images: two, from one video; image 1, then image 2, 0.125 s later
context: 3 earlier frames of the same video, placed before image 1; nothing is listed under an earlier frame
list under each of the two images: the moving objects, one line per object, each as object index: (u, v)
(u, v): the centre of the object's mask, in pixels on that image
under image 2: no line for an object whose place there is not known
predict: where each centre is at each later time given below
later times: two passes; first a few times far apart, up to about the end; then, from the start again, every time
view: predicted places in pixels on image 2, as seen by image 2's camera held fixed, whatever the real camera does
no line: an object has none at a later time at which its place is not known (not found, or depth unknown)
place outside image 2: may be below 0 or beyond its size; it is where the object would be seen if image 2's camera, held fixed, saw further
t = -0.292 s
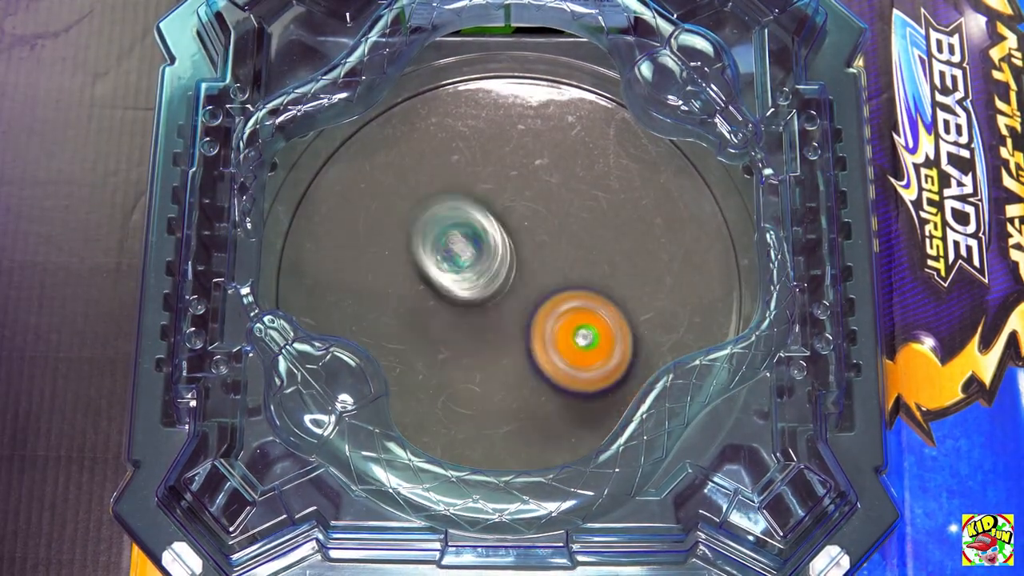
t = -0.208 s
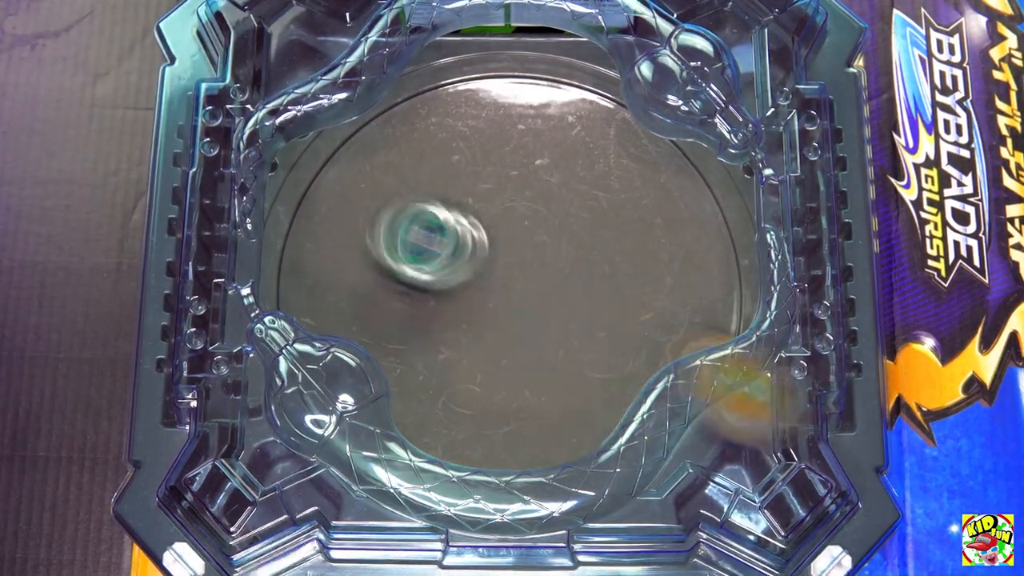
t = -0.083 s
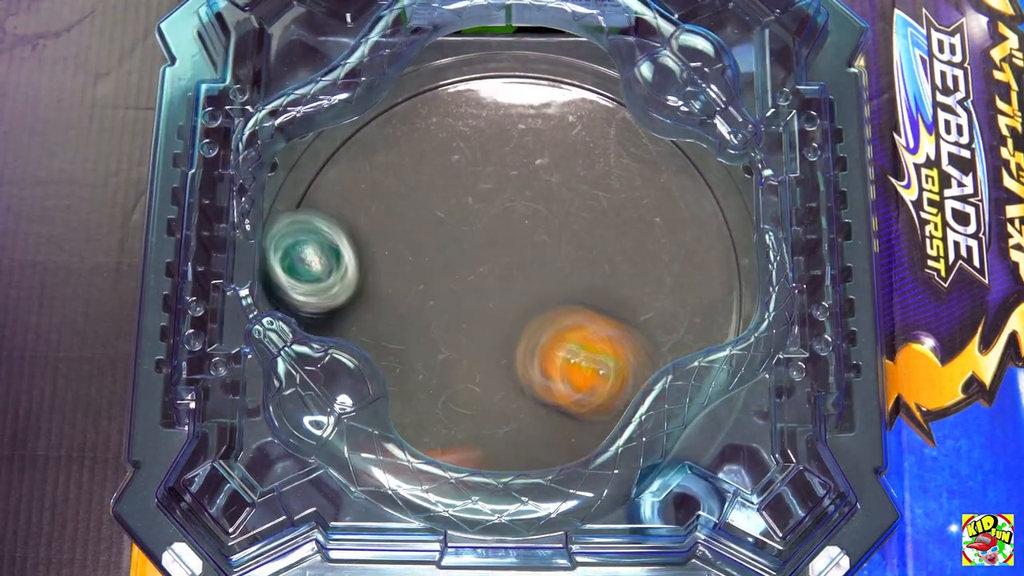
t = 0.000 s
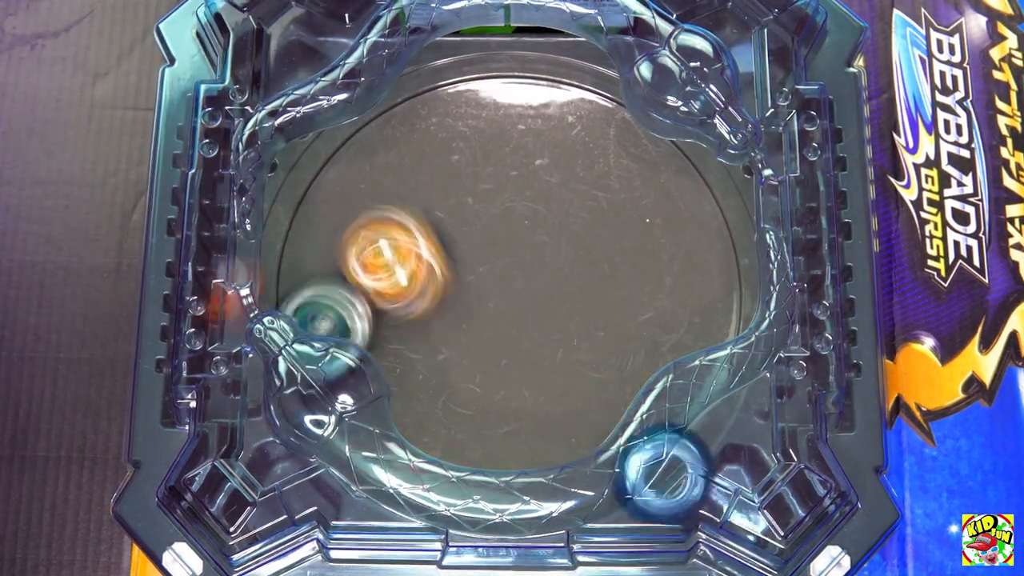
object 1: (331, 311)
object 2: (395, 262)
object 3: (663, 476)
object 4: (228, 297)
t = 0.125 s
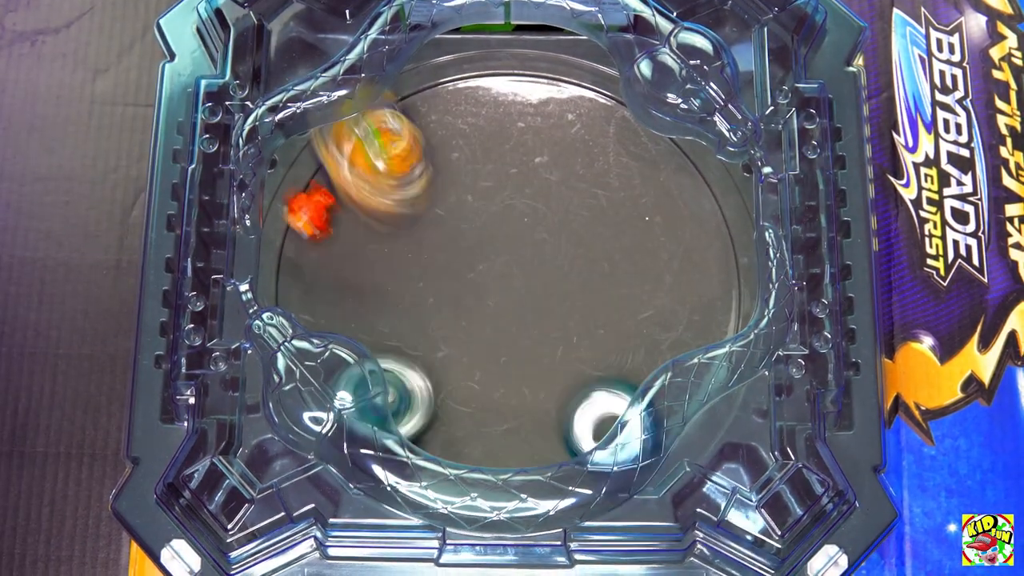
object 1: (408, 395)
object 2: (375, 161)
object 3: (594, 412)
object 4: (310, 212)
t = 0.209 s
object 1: (424, 392)
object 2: (518, 275)
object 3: (554, 369)
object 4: (362, 243)
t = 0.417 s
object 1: (428, 319)
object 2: (608, 95)
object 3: (516, 243)
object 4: (401, 194)
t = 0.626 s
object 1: (347, 306)
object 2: (609, 93)
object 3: (612, 174)
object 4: (360, 174)
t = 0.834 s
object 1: (438, 277)
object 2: (609, 95)
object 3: (577, 388)
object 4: (506, 153)
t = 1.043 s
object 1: (397, 179)
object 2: (610, 89)
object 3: (411, 367)
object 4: (545, 122)
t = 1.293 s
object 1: (445, 206)
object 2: (610, 90)
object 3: (404, 356)
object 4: (517, 250)
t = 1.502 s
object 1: (418, 122)
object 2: (610, 90)
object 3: (419, 394)
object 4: (610, 398)
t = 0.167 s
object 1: (417, 384)
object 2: (432, 258)
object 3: (581, 394)
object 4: (334, 231)
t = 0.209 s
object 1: (424, 392)
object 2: (518, 275)
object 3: (554, 369)
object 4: (362, 243)
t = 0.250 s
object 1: (430, 393)
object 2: (556, 214)
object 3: (535, 348)
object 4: (397, 252)
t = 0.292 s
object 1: (437, 381)
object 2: (597, 158)
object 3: (516, 332)
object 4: (436, 266)
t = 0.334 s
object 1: (442, 364)
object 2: (613, 123)
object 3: (504, 305)
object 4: (452, 259)
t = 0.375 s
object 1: (440, 341)
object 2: (610, 104)
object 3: (507, 276)
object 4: (427, 223)
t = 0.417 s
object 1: (428, 319)
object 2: (608, 95)
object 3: (516, 243)
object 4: (401, 194)
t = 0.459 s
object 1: (407, 300)
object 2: (611, 97)
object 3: (528, 209)
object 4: (380, 171)
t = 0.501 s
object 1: (384, 290)
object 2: (610, 98)
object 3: (548, 179)
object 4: (359, 155)
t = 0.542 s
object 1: (360, 288)
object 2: (610, 100)
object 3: (570, 154)
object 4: (352, 151)
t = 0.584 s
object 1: (346, 296)
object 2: (609, 89)
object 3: (592, 157)
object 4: (350, 163)
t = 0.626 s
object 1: (347, 306)
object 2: (609, 93)
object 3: (612, 174)
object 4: (360, 174)
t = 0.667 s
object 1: (364, 316)
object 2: (609, 92)
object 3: (631, 205)
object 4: (372, 197)
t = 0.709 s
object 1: (387, 322)
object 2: (609, 93)
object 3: (642, 247)
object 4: (387, 216)
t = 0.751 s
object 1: (408, 314)
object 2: (610, 94)
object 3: (638, 299)
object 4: (409, 237)
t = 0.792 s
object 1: (426, 297)
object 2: (610, 96)
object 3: (615, 348)
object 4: (447, 215)
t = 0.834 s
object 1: (438, 277)
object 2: (609, 95)
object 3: (577, 388)
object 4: (506, 153)
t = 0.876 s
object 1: (444, 253)
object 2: (611, 96)
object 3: (531, 408)
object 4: (567, 101)
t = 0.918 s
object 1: (444, 226)
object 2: (610, 89)
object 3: (485, 413)
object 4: (566, 84)
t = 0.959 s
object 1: (434, 201)
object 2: (610, 89)
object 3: (449, 403)
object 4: (555, 86)
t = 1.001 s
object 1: (417, 185)
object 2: (610, 89)
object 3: (426, 386)
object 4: (548, 100)
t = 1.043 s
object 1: (397, 179)
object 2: (610, 89)
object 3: (411, 367)
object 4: (545, 122)
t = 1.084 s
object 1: (379, 183)
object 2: (610, 89)
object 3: (406, 350)
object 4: (540, 144)
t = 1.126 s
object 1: (371, 198)
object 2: (610, 89)
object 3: (395, 330)
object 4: (536, 169)
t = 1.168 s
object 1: (376, 218)
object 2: (610, 90)
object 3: (393, 314)
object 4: (531, 191)
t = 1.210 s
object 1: (394, 231)
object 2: (610, 90)
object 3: (396, 312)
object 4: (525, 211)
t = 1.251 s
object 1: (423, 231)
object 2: (610, 90)
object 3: (395, 325)
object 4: (517, 228)
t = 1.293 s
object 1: (445, 206)
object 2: (610, 90)
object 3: (404, 356)
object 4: (517, 250)
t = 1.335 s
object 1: (451, 176)
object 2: (610, 90)
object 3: (409, 385)
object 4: (542, 287)
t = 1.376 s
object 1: (446, 148)
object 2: (610, 91)
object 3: (416, 397)
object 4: (569, 323)
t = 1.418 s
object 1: (436, 117)
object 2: (610, 91)
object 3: (421, 398)
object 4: (590, 352)
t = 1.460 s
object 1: (429, 91)
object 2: (610, 91)
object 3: (425, 396)
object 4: (607, 380)
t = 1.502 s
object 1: (418, 122)
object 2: (610, 90)
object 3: (419, 394)
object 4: (610, 398)
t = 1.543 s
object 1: (415, 139)
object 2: (609, 90)
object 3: (420, 390)
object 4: (609, 409)
